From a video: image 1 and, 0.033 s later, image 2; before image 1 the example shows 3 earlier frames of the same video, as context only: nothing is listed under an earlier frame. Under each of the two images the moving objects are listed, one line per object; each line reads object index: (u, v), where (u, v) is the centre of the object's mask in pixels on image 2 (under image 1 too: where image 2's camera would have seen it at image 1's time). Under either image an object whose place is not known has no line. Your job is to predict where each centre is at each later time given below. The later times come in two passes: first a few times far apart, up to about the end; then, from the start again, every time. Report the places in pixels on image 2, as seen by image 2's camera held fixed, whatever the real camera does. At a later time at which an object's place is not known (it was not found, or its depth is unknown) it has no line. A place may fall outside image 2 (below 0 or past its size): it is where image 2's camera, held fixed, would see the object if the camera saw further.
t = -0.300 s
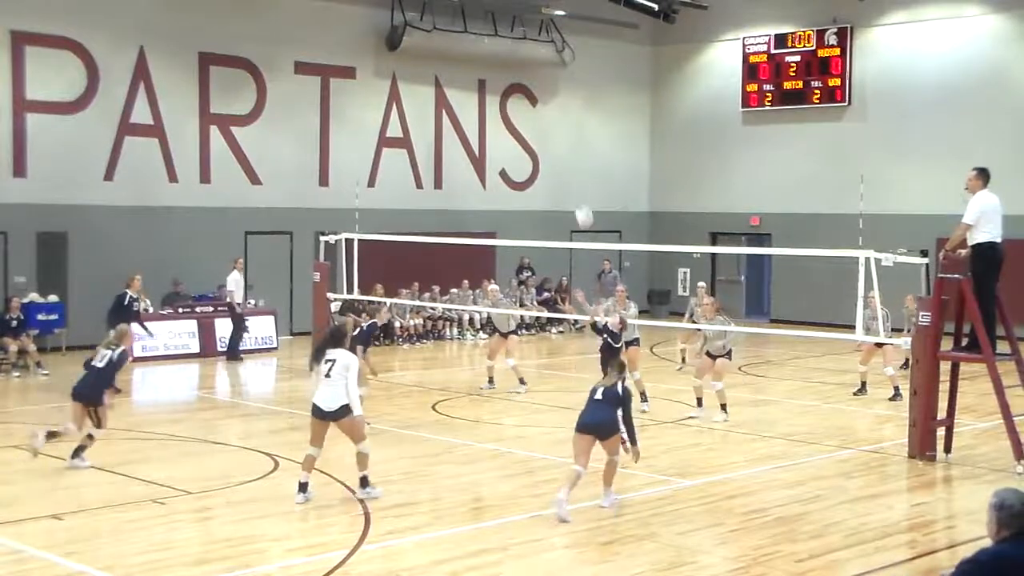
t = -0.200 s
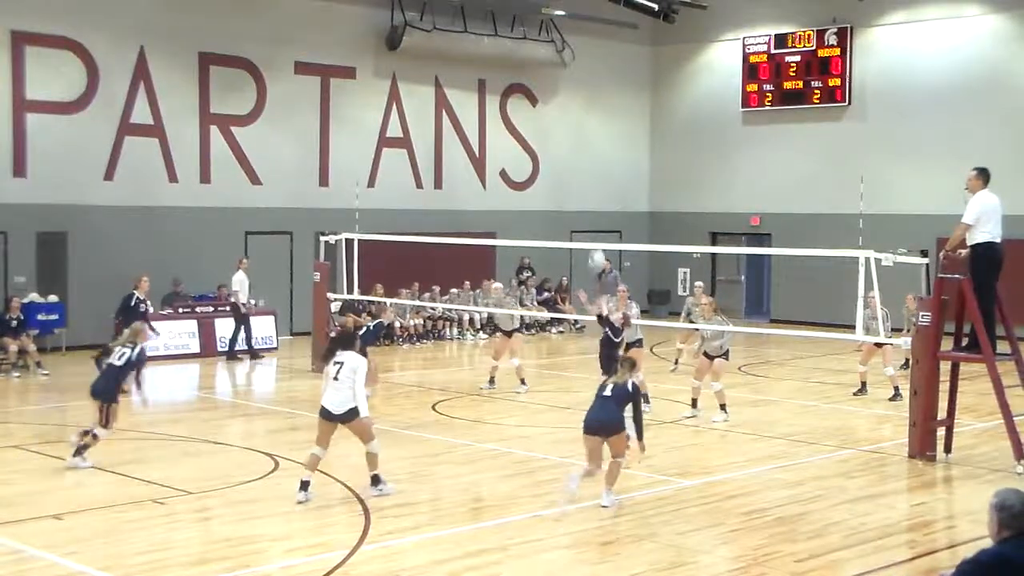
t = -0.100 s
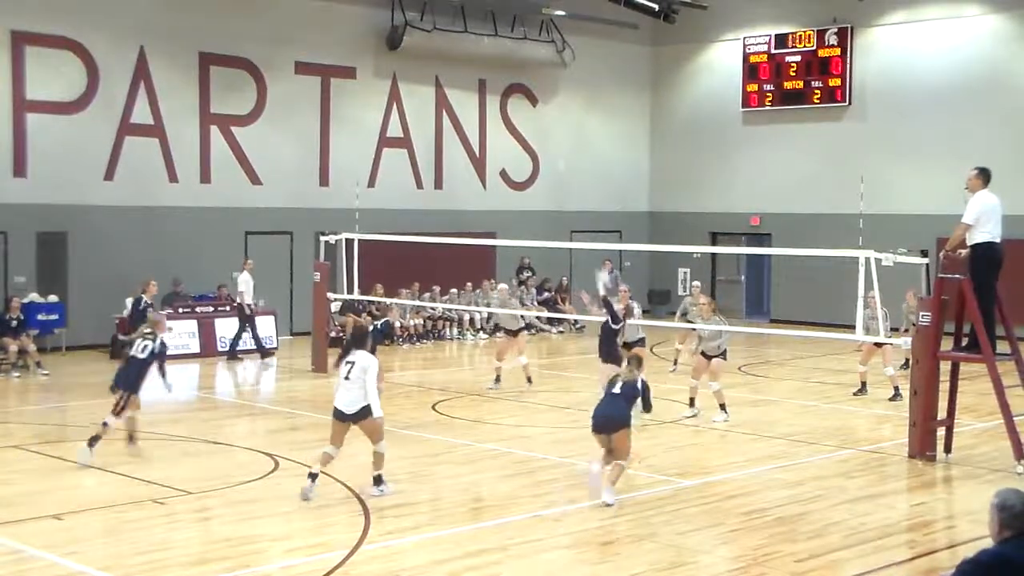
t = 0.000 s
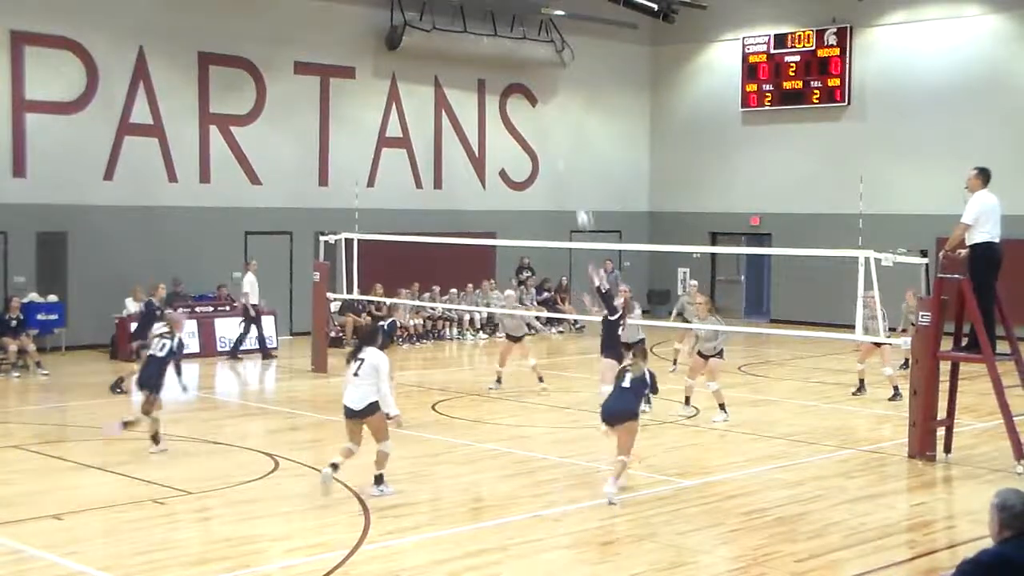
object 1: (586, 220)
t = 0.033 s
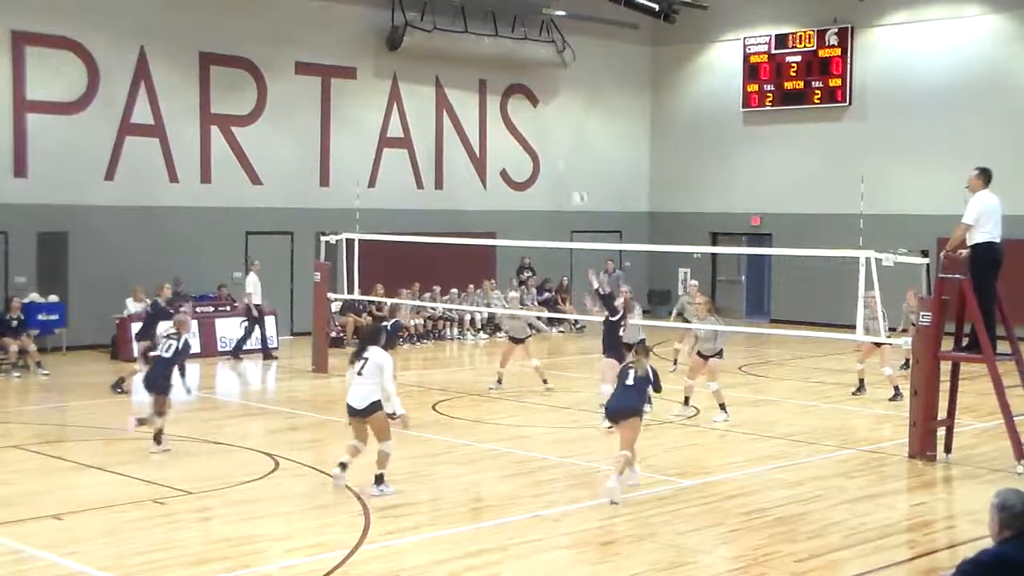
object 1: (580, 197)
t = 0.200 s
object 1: (548, 123)
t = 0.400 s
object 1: (520, 75)
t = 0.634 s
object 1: (477, 56)
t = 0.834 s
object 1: (448, 70)
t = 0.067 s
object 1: (573, 180)
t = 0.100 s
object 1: (566, 166)
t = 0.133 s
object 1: (559, 149)
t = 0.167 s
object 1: (554, 135)
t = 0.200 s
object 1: (548, 123)
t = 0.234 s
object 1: (544, 111)
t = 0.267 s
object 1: (537, 102)
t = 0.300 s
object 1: (532, 96)
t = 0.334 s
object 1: (527, 87)
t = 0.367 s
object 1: (521, 81)
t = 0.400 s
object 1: (520, 75)
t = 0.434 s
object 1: (512, 69)
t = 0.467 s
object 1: (504, 65)
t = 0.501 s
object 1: (498, 62)
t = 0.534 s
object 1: (494, 59)
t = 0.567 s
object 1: (488, 57)
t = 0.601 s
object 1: (483, 56)
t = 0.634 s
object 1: (477, 56)
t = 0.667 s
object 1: (472, 56)
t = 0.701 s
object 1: (466, 58)
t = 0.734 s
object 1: (462, 60)
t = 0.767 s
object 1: (458, 63)
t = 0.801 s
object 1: (452, 67)
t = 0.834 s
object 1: (448, 70)
